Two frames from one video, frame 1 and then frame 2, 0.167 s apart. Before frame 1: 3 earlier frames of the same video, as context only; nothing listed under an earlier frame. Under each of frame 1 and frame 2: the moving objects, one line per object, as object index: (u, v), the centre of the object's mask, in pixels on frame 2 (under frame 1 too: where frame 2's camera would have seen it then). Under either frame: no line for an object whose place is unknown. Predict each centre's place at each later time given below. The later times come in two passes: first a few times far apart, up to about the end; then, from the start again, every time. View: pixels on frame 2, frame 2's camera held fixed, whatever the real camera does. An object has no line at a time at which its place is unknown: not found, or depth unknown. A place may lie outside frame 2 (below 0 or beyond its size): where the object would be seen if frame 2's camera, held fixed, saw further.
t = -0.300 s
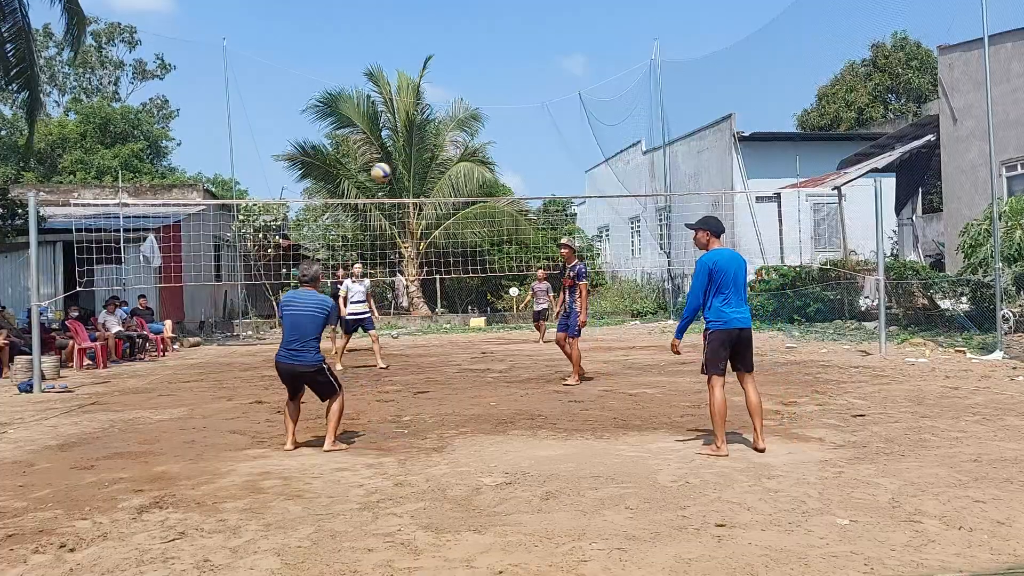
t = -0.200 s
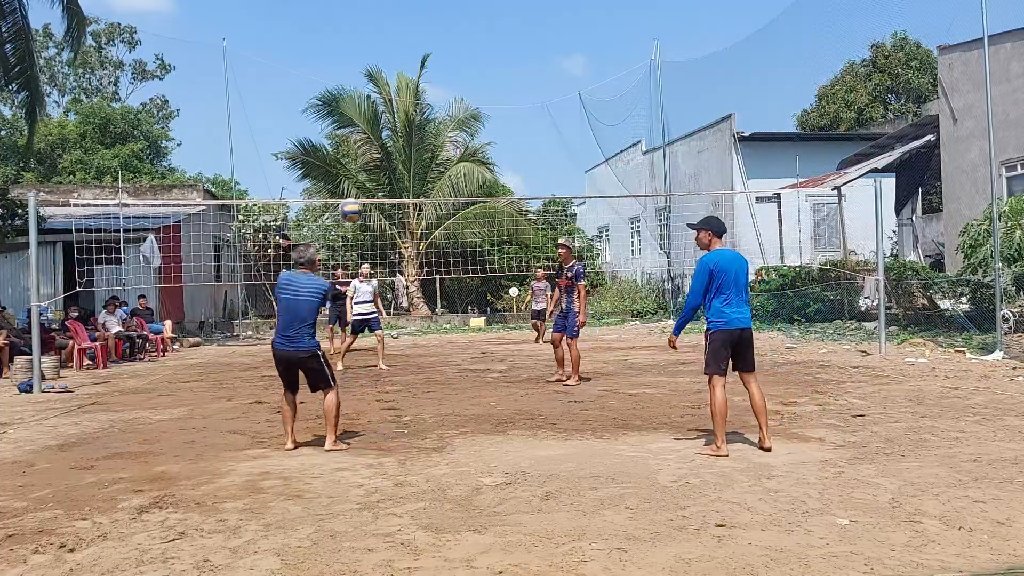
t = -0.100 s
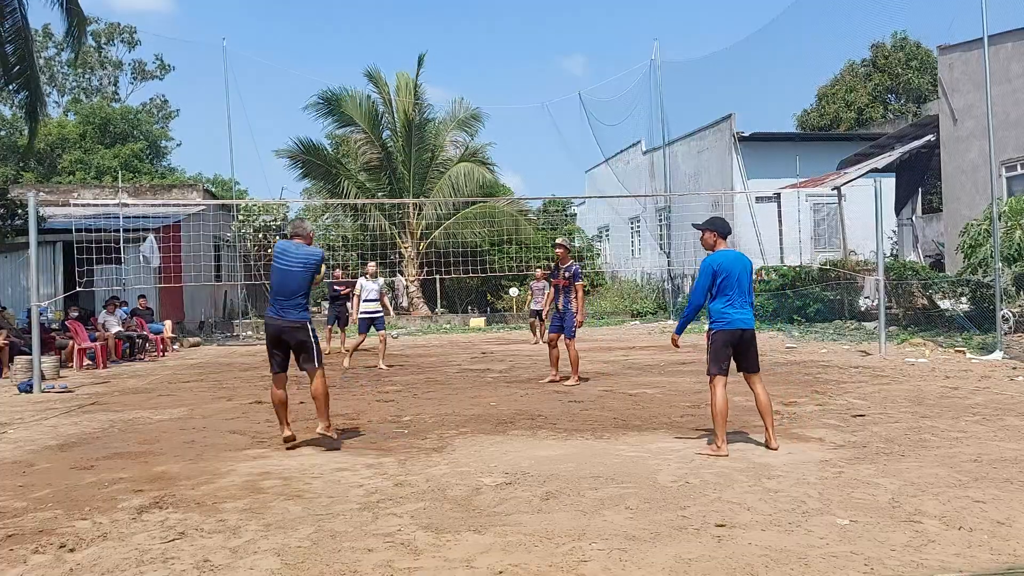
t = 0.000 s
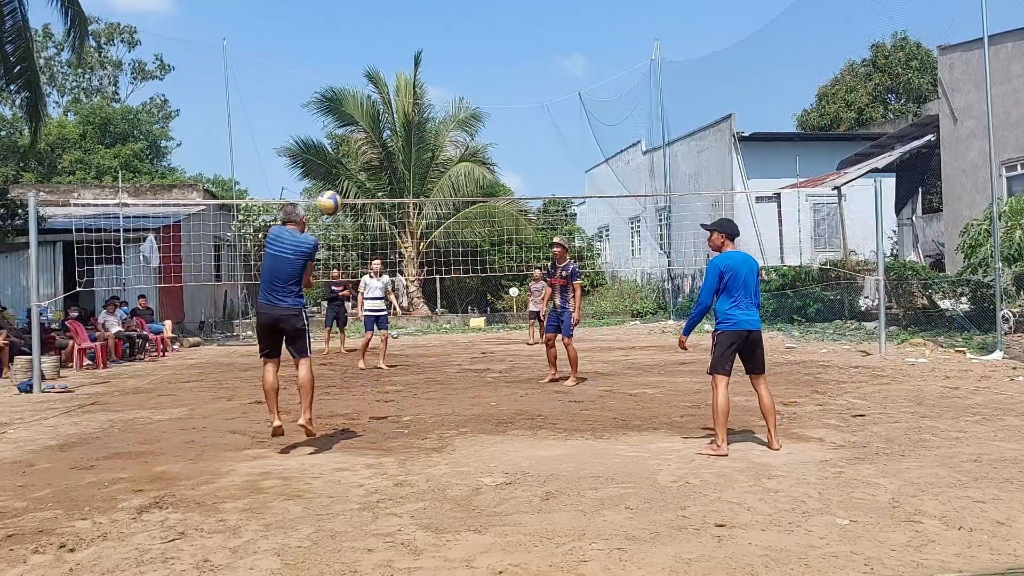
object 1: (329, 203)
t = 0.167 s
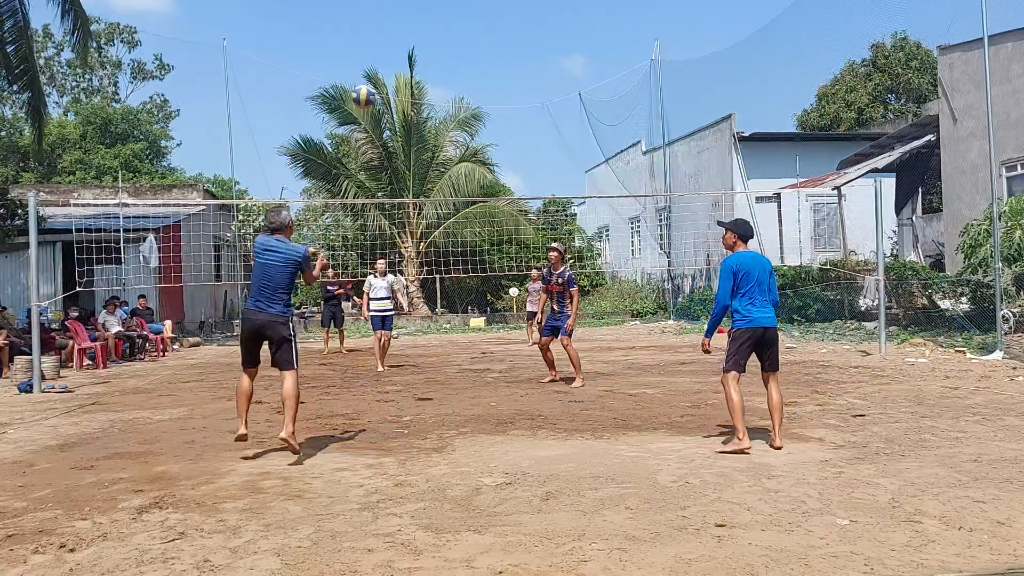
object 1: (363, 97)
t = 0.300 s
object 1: (386, 44)
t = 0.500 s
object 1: (417, 8)
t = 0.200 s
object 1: (369, 81)
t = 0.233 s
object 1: (375, 67)
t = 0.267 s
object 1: (381, 55)
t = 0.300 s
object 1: (386, 44)
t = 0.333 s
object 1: (392, 35)
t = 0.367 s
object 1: (397, 27)
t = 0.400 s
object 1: (402, 20)
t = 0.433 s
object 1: (408, 15)
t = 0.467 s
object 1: (413, 11)
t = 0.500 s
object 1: (417, 8)
